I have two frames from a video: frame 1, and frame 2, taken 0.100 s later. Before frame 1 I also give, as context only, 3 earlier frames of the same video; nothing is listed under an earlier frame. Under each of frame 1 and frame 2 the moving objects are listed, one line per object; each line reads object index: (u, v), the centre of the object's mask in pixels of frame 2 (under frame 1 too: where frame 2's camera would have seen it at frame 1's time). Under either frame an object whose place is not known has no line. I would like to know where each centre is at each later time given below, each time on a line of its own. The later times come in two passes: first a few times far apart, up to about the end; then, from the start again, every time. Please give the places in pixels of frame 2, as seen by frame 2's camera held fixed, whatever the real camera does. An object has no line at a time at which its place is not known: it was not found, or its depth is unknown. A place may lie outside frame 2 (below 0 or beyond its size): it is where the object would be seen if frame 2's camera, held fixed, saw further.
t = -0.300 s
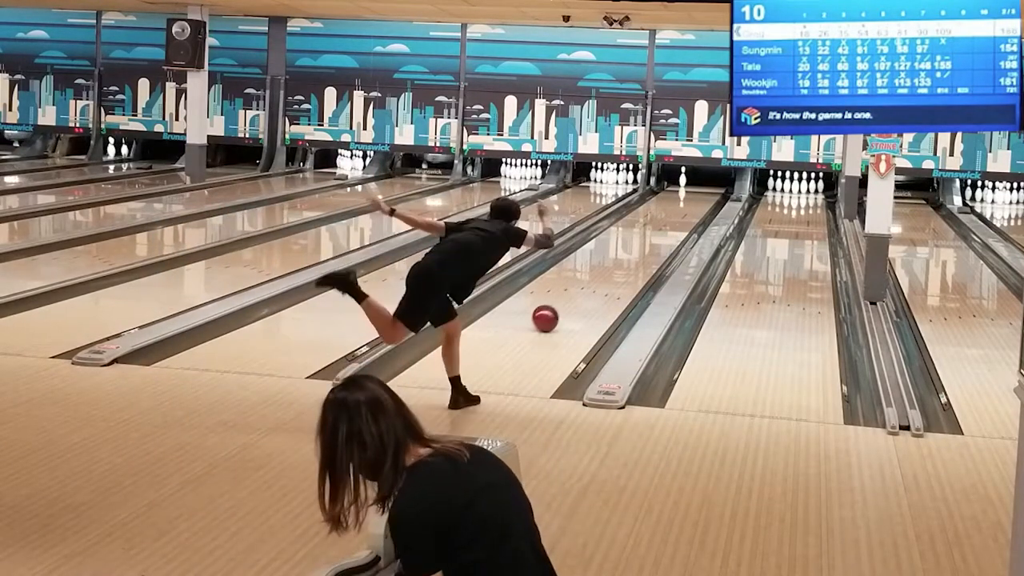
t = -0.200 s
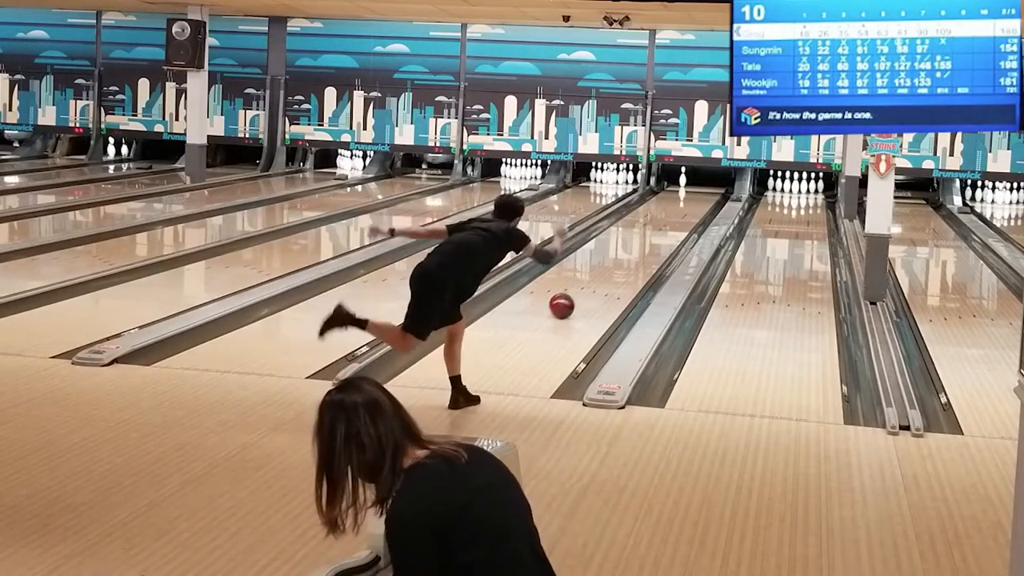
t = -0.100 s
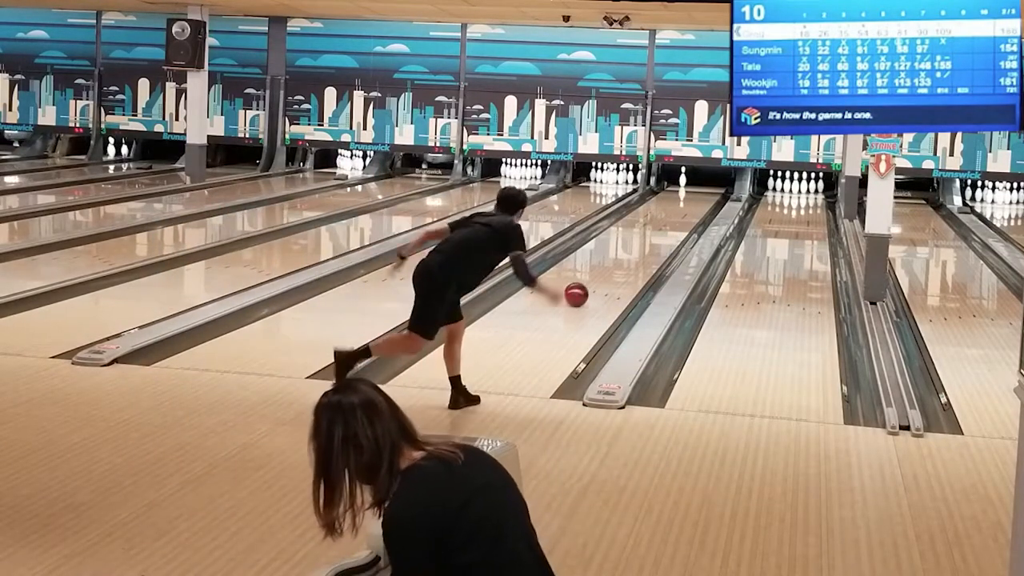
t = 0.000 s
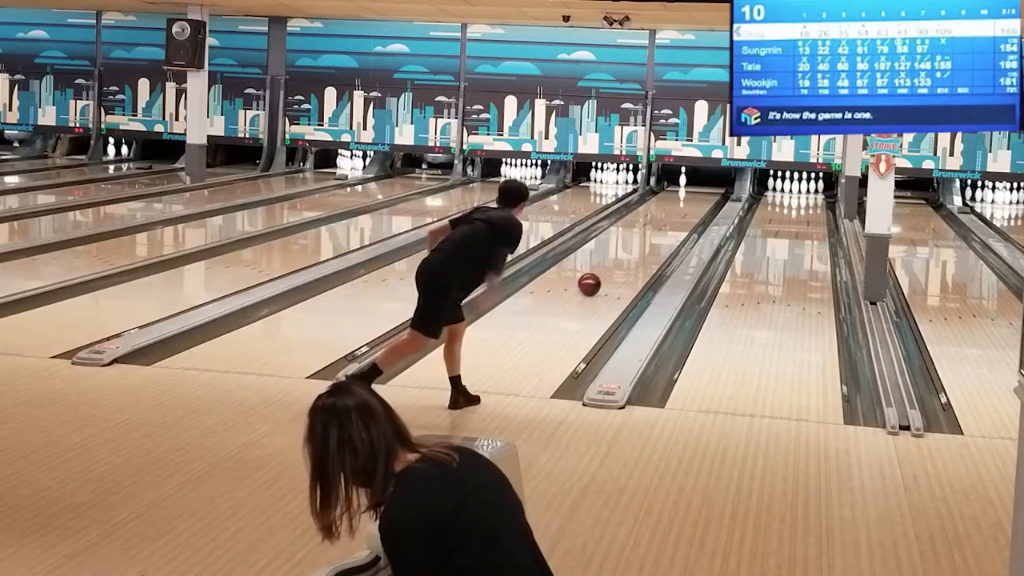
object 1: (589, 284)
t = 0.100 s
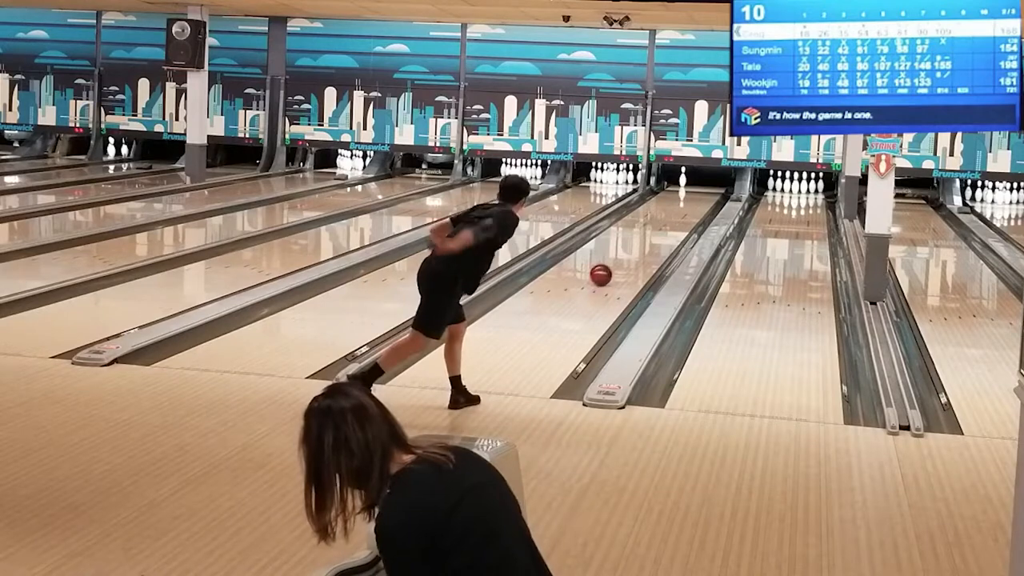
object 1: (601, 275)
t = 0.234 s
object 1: (614, 264)
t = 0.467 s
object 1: (635, 247)
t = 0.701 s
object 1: (651, 234)
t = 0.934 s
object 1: (665, 222)
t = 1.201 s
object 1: (677, 211)
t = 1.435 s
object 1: (684, 203)
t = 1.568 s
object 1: (687, 199)
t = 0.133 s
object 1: (604, 272)
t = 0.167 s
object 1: (608, 269)
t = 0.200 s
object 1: (611, 266)
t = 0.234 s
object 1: (614, 264)
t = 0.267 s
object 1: (618, 261)
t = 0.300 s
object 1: (621, 259)
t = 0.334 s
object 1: (624, 256)
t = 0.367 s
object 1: (627, 254)
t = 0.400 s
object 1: (630, 252)
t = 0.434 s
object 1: (632, 249)
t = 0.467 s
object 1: (635, 247)
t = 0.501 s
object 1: (637, 245)
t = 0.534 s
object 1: (640, 243)
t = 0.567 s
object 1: (642, 241)
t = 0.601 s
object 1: (645, 239)
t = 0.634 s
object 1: (647, 238)
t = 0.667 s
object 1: (649, 235)
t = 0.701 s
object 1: (651, 234)
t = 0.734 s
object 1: (653, 232)
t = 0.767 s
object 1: (655, 230)
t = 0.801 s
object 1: (657, 228)
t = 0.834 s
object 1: (659, 227)
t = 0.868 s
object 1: (661, 225)
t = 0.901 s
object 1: (663, 224)
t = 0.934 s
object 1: (665, 222)
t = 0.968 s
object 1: (666, 220)
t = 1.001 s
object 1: (668, 219)
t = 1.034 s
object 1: (670, 218)
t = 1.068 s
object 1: (671, 216)
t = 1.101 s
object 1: (673, 215)
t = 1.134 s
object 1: (674, 214)
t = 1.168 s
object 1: (675, 212)
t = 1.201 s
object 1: (677, 211)
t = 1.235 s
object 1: (678, 210)
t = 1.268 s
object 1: (679, 209)
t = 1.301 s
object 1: (680, 207)
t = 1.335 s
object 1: (682, 206)
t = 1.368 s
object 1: (683, 205)
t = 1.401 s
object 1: (684, 204)
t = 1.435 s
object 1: (684, 203)
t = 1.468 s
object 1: (685, 202)
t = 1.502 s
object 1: (686, 201)
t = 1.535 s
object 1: (687, 200)
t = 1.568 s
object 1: (687, 199)
